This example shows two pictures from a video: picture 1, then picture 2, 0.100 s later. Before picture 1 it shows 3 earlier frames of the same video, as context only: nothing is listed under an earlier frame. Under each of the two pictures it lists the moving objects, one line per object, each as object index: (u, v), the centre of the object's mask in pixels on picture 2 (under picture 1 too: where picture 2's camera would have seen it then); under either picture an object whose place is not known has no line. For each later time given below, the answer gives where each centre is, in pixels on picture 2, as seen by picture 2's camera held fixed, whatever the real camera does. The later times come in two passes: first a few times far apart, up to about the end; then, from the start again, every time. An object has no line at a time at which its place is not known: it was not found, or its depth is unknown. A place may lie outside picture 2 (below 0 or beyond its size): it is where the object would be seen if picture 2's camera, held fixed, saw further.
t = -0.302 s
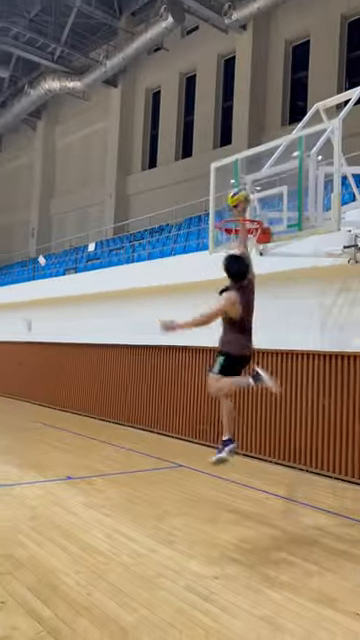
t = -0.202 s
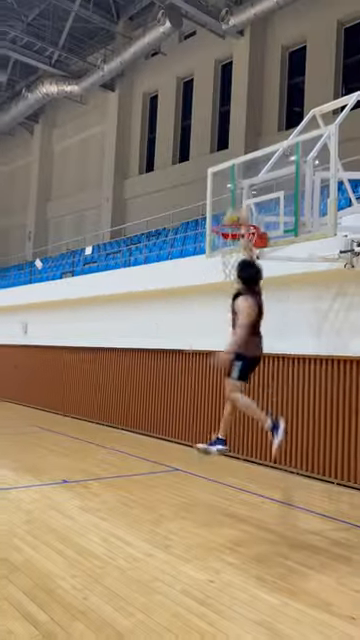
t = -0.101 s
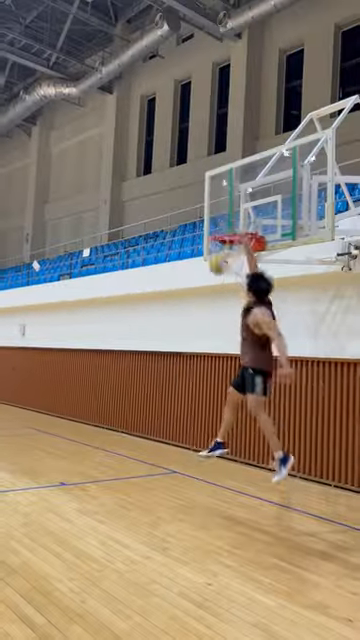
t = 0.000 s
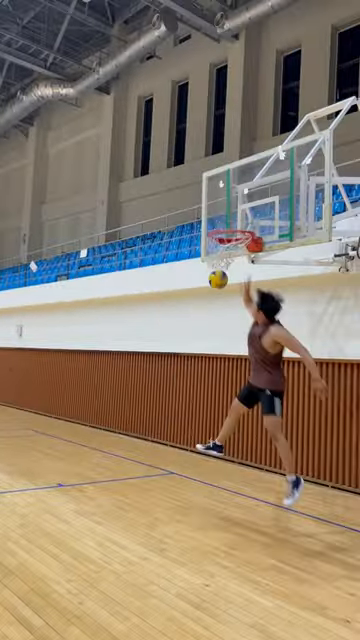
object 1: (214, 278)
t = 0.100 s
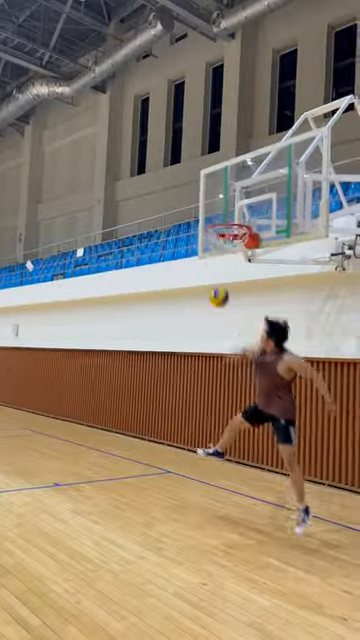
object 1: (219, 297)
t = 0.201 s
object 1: (222, 326)
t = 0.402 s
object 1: (225, 418)
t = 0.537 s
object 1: (229, 505)
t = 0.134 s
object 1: (220, 306)
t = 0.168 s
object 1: (221, 315)
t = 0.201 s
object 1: (222, 326)
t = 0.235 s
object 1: (223, 338)
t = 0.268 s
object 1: (224, 351)
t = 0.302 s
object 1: (224, 366)
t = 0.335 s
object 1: (224, 382)
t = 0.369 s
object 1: (226, 399)
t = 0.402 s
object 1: (225, 418)
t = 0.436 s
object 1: (226, 438)
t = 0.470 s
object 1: (228, 459)
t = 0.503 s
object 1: (228, 482)
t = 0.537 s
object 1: (229, 505)
